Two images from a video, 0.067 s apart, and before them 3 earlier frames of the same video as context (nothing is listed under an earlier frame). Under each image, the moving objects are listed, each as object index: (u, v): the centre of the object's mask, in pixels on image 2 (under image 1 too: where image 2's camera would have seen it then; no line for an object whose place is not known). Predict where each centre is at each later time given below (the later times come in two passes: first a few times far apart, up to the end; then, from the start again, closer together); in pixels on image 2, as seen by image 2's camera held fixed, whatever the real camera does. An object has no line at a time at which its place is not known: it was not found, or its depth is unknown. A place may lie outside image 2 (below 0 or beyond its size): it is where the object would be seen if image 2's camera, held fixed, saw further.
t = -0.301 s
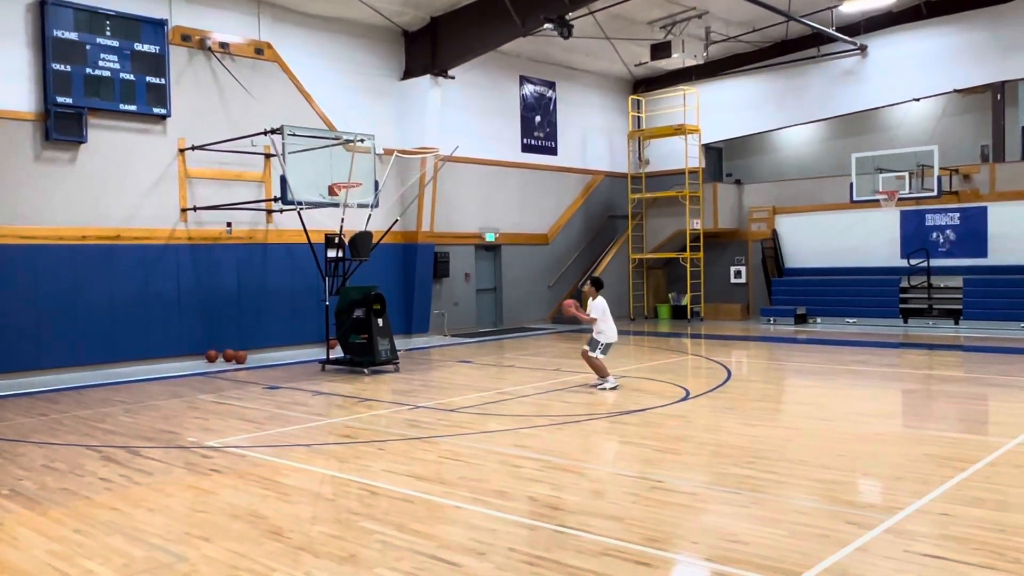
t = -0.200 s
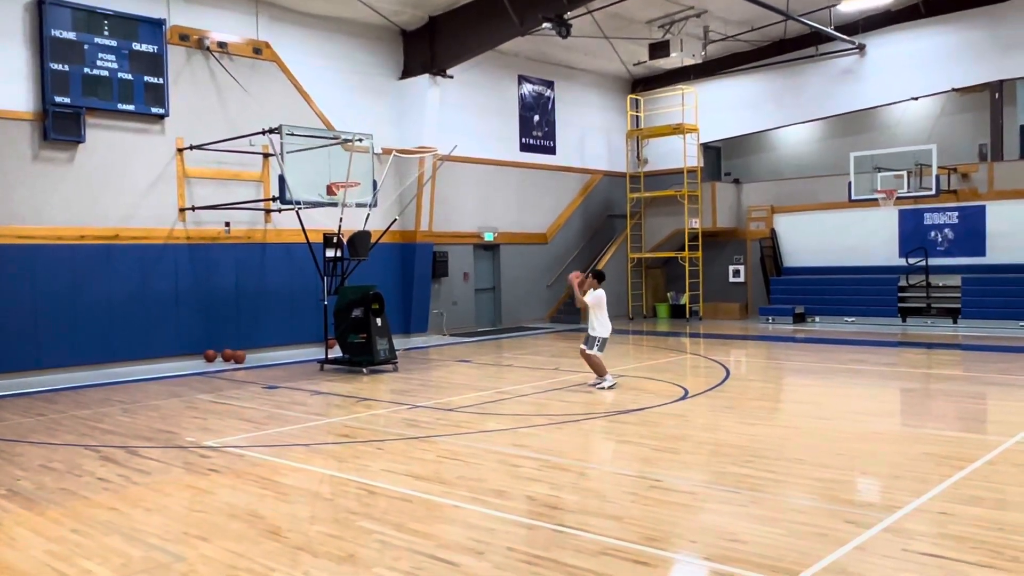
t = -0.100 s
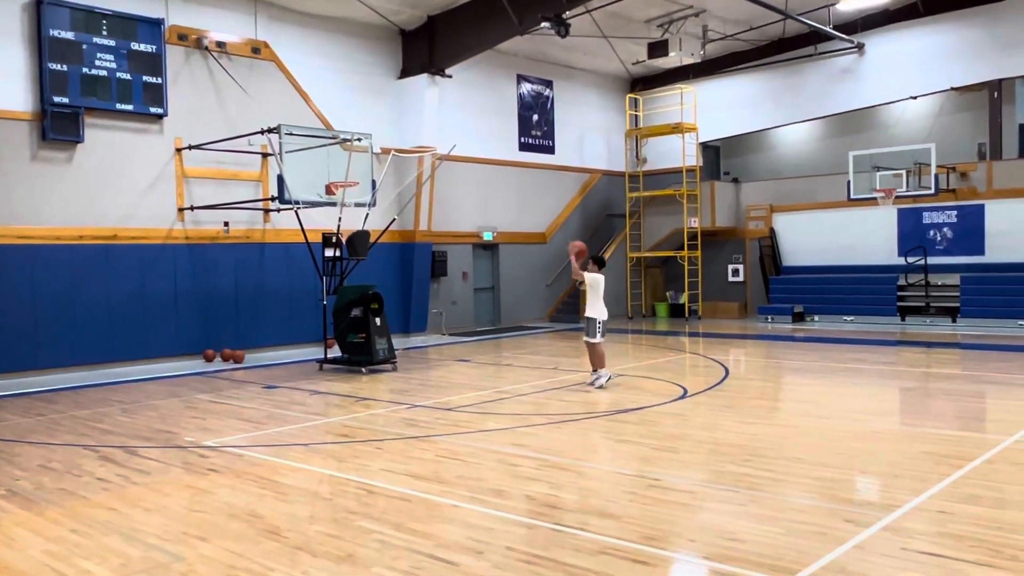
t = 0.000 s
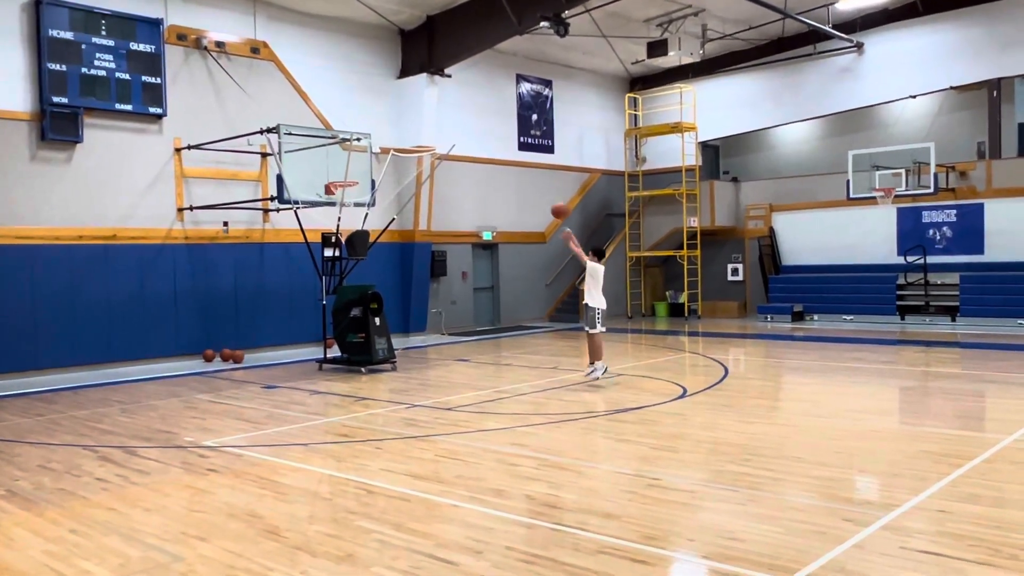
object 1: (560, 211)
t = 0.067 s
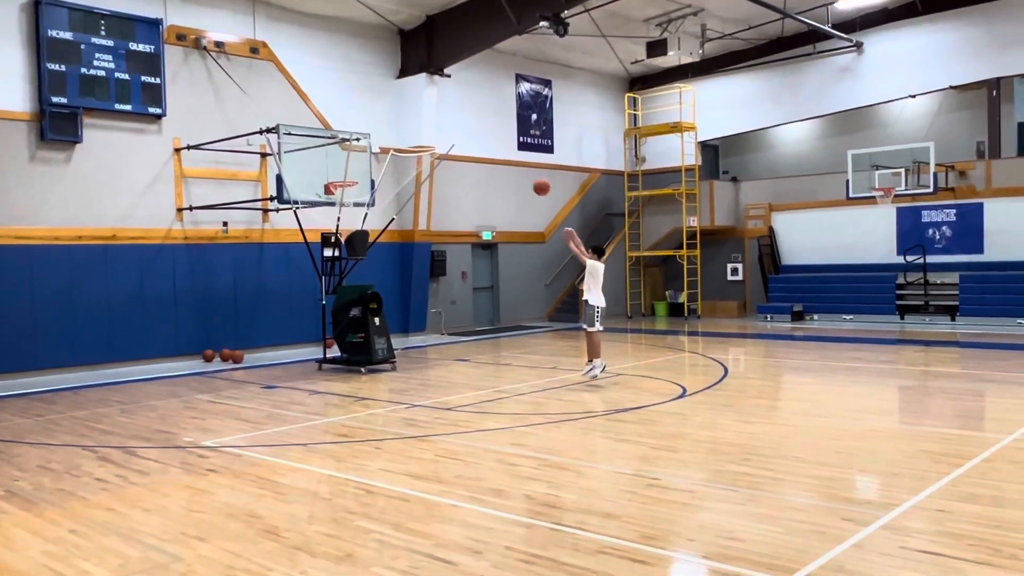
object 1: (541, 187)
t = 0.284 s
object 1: (487, 135)
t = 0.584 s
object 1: (421, 119)
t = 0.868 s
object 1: (367, 157)
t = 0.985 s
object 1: (351, 177)
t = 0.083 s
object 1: (537, 181)
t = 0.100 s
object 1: (533, 177)
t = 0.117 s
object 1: (528, 171)
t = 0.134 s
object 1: (524, 168)
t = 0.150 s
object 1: (520, 163)
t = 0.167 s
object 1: (515, 158)
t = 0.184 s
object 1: (511, 154)
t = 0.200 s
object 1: (507, 151)
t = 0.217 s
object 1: (503, 147)
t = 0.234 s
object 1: (499, 144)
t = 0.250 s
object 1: (494, 141)
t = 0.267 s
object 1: (491, 138)
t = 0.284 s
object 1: (487, 135)
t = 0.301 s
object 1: (483, 132)
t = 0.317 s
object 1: (479, 130)
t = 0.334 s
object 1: (475, 128)
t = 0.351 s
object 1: (471, 126)
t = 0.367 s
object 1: (467, 124)
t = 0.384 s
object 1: (463, 123)
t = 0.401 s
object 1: (460, 121)
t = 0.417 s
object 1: (456, 120)
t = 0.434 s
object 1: (452, 119)
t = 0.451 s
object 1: (449, 119)
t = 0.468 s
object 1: (445, 118)
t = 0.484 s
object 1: (442, 118)
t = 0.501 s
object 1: (438, 117)
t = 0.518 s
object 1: (435, 118)
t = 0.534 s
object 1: (431, 118)
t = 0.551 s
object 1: (428, 118)
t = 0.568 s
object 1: (424, 119)
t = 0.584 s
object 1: (421, 119)
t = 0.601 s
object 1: (418, 120)
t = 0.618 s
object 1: (415, 121)
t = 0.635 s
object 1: (411, 123)
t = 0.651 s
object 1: (408, 124)
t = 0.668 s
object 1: (404, 126)
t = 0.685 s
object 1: (401, 127)
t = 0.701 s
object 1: (398, 129)
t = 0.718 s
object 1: (395, 131)
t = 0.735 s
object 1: (392, 133)
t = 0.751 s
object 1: (389, 136)
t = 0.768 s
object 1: (386, 138)
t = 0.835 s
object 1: (373, 150)
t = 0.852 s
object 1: (370, 153)
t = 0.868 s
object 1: (367, 157)
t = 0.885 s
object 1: (364, 159)
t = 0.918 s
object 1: (359, 167)
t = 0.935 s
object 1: (356, 172)
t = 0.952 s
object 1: (353, 175)
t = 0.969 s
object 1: (352, 177)
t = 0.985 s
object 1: (351, 177)
